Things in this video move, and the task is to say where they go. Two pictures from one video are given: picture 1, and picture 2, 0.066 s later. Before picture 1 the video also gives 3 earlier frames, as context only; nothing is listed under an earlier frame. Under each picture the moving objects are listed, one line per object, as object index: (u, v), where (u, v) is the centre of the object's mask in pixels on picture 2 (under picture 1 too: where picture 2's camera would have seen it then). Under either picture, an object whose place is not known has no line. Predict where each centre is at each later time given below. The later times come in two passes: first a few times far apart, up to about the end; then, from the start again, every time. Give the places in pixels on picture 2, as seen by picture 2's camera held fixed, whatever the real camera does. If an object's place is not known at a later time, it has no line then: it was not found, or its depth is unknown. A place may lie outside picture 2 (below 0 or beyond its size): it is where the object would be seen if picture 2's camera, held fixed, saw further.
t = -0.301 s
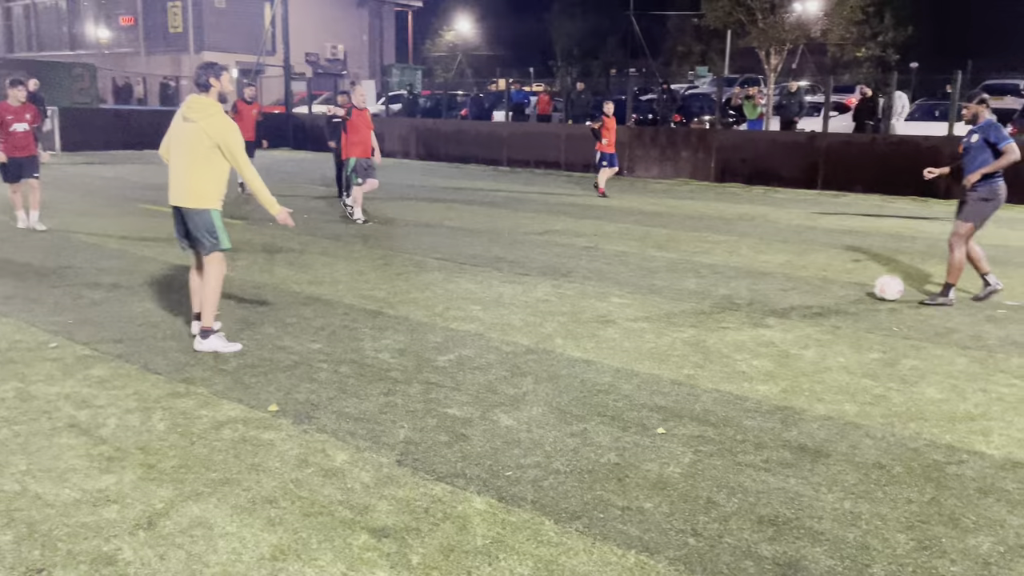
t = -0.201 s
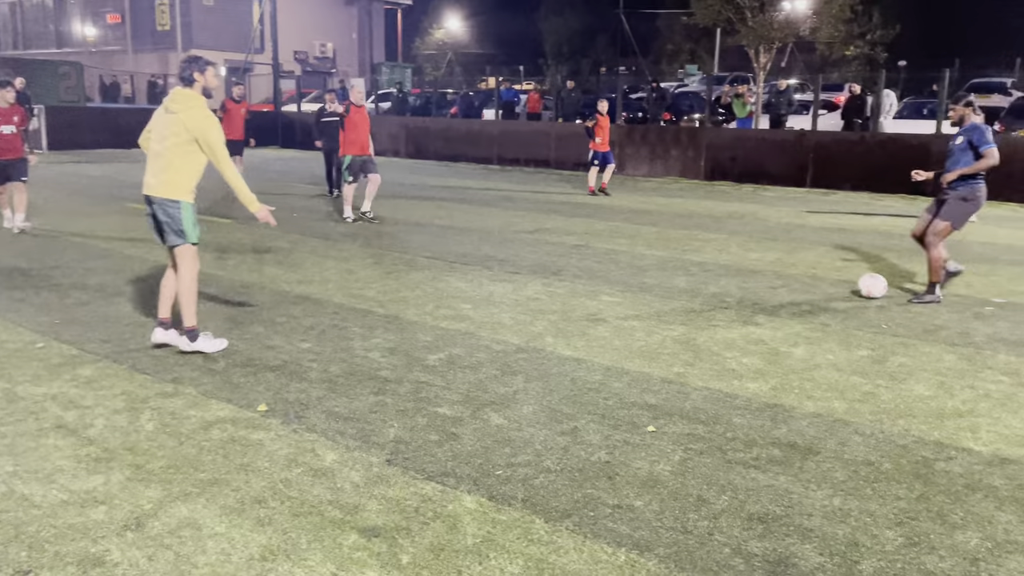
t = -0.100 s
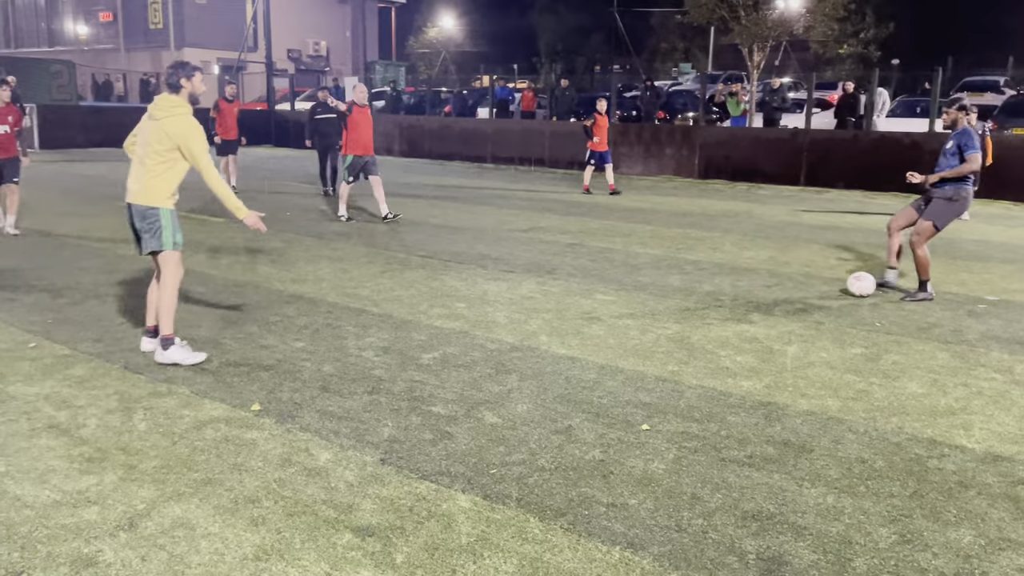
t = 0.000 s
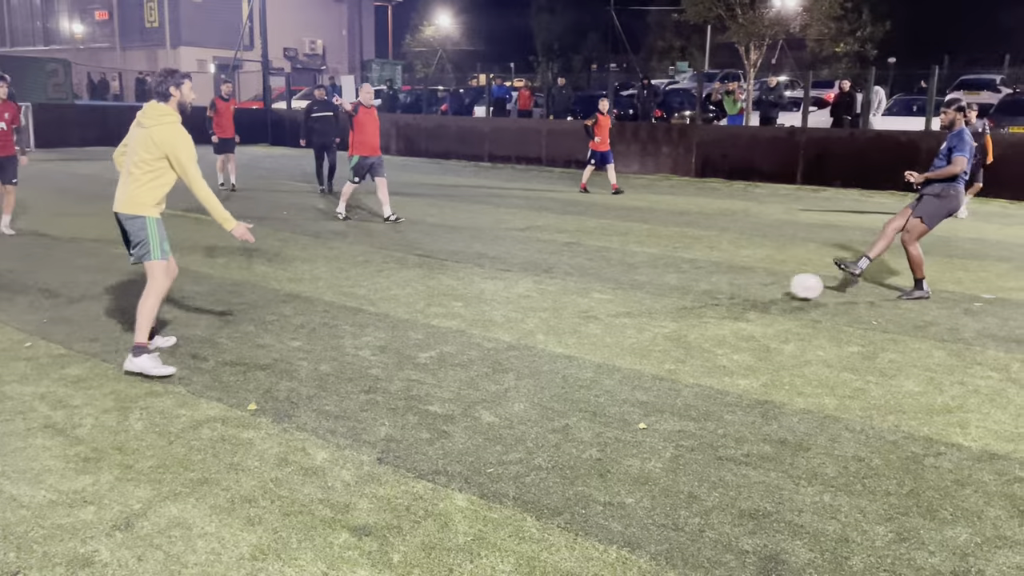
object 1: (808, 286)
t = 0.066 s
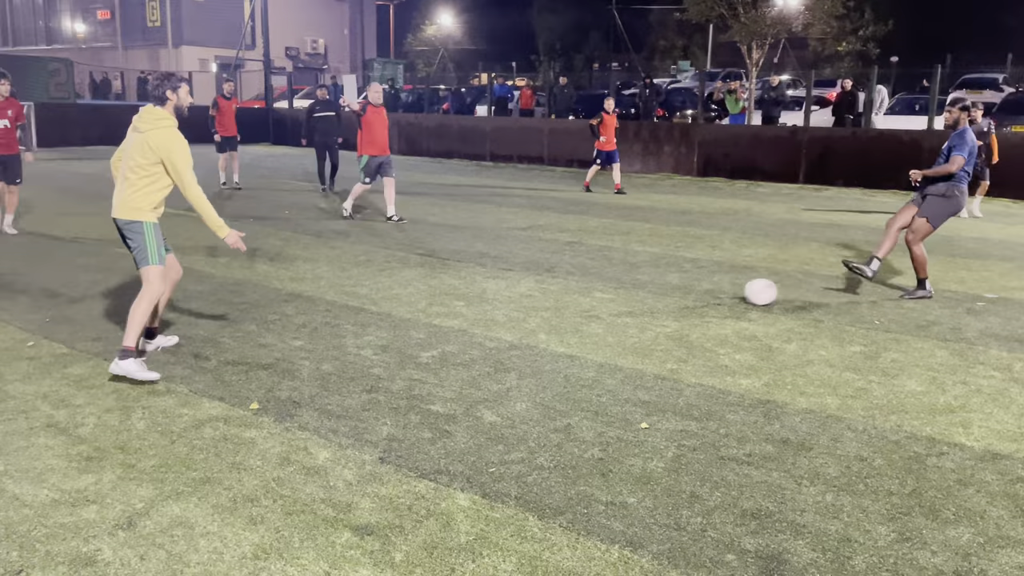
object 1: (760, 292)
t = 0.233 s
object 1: (644, 303)
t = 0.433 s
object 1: (509, 315)
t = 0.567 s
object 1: (412, 326)
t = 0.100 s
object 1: (737, 293)
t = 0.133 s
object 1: (714, 294)
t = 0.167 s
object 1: (691, 297)
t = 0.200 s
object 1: (667, 300)
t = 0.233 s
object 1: (644, 303)
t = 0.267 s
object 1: (622, 304)
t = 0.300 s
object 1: (600, 305)
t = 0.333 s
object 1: (577, 308)
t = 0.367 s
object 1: (554, 312)
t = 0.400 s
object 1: (531, 314)
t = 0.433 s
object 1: (509, 315)
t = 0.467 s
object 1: (486, 318)
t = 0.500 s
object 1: (461, 322)
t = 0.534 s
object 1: (437, 324)
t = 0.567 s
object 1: (412, 326)
